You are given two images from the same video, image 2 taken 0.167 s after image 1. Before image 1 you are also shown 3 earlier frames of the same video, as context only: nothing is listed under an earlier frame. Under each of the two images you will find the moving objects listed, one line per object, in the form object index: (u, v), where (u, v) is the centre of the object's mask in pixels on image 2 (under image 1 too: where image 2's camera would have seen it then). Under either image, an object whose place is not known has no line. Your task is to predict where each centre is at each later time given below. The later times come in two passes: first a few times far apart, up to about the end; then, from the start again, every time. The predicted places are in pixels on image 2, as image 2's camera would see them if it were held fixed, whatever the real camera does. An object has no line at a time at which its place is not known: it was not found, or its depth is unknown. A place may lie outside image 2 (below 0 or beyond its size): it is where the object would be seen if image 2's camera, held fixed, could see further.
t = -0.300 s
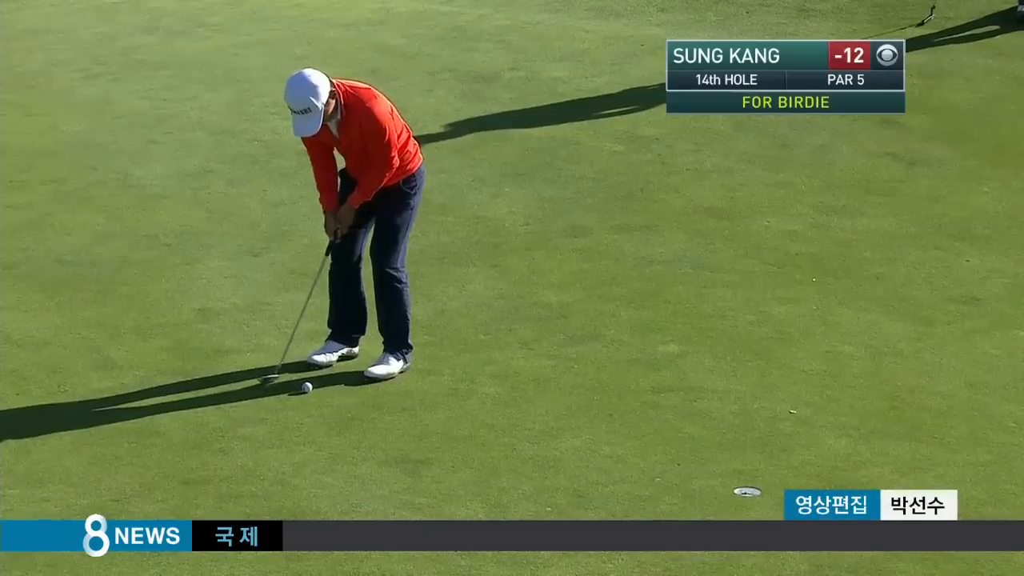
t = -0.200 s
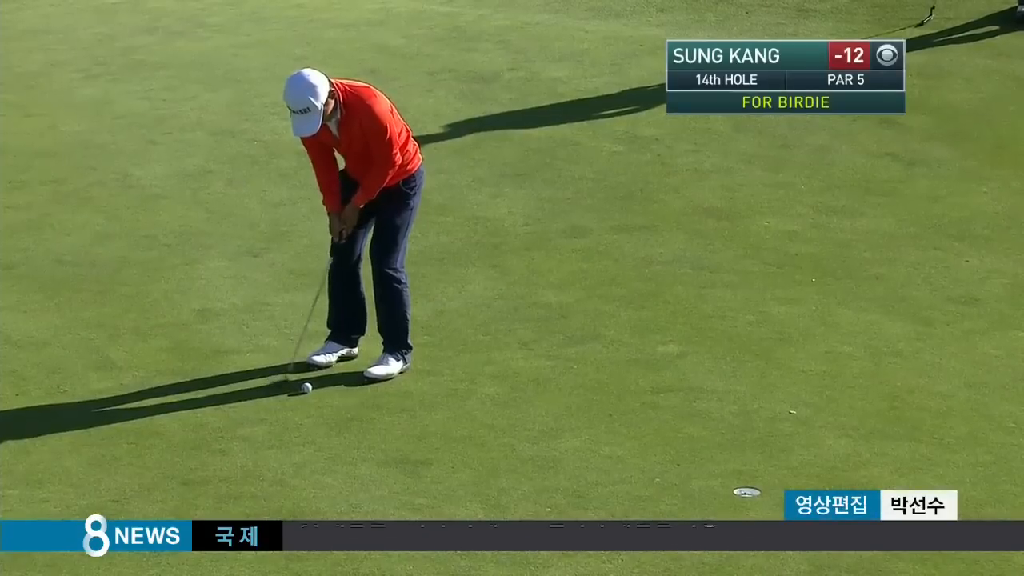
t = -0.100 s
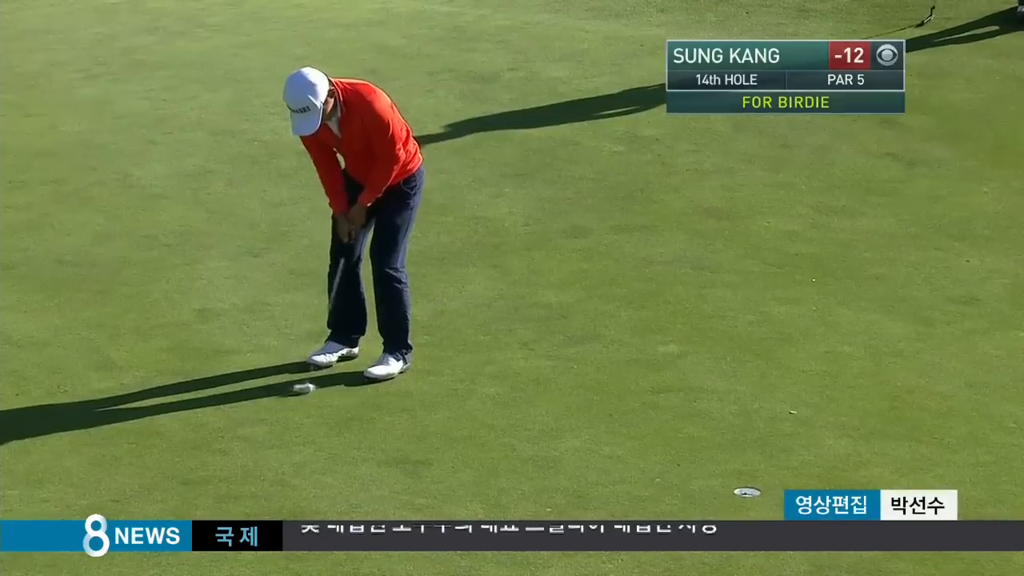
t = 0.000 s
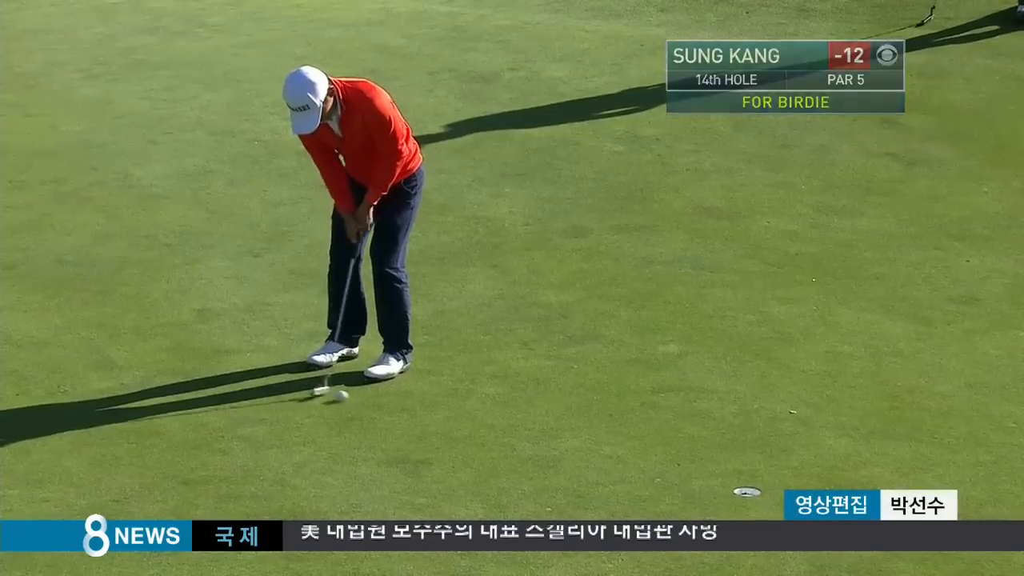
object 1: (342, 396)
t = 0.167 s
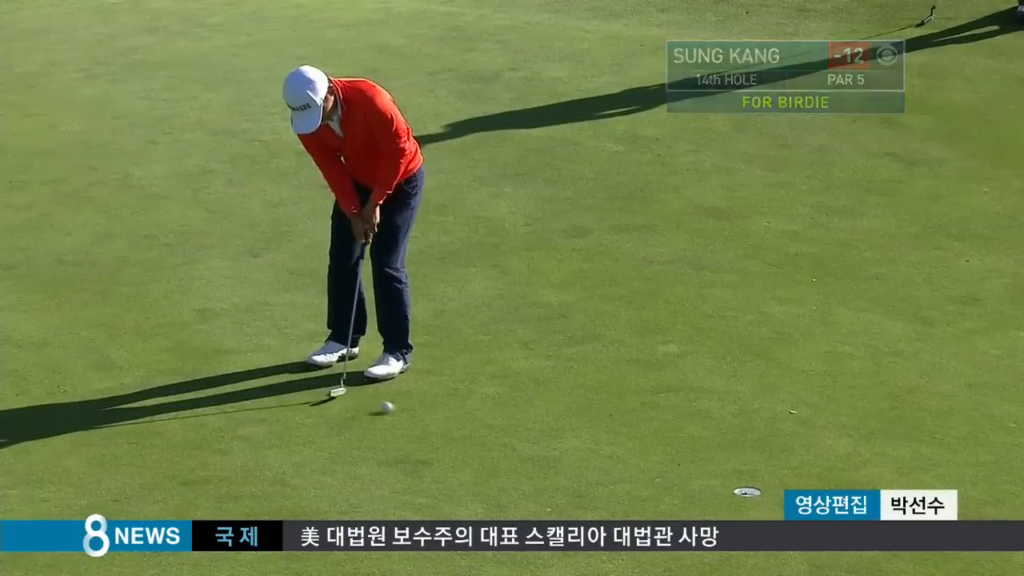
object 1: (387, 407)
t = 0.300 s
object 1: (421, 416)
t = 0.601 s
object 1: (495, 434)
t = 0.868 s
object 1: (553, 447)
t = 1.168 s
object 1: (617, 460)
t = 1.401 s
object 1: (660, 469)
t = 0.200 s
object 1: (395, 410)
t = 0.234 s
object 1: (405, 412)
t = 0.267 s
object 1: (412, 414)
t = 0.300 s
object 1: (421, 416)
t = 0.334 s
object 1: (429, 418)
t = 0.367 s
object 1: (438, 420)
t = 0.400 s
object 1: (447, 422)
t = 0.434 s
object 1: (455, 424)
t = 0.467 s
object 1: (463, 426)
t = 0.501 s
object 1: (471, 428)
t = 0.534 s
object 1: (478, 430)
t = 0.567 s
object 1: (486, 431)
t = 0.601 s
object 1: (495, 434)
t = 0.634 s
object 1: (503, 435)
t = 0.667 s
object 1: (510, 437)
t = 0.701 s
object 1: (517, 439)
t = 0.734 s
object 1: (524, 441)
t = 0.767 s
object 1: (532, 443)
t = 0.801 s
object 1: (539, 444)
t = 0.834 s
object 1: (547, 446)
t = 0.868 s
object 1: (553, 447)
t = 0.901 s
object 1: (561, 449)
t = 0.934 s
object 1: (568, 450)
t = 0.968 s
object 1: (575, 452)
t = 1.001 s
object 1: (582, 453)
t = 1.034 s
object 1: (589, 455)
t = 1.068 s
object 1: (596, 456)
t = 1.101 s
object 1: (603, 458)
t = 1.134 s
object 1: (610, 459)
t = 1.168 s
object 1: (617, 460)
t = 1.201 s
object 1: (623, 461)
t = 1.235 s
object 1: (630, 463)
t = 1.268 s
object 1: (636, 464)
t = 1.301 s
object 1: (642, 466)
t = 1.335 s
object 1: (648, 467)
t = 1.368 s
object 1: (654, 469)
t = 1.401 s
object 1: (660, 469)
